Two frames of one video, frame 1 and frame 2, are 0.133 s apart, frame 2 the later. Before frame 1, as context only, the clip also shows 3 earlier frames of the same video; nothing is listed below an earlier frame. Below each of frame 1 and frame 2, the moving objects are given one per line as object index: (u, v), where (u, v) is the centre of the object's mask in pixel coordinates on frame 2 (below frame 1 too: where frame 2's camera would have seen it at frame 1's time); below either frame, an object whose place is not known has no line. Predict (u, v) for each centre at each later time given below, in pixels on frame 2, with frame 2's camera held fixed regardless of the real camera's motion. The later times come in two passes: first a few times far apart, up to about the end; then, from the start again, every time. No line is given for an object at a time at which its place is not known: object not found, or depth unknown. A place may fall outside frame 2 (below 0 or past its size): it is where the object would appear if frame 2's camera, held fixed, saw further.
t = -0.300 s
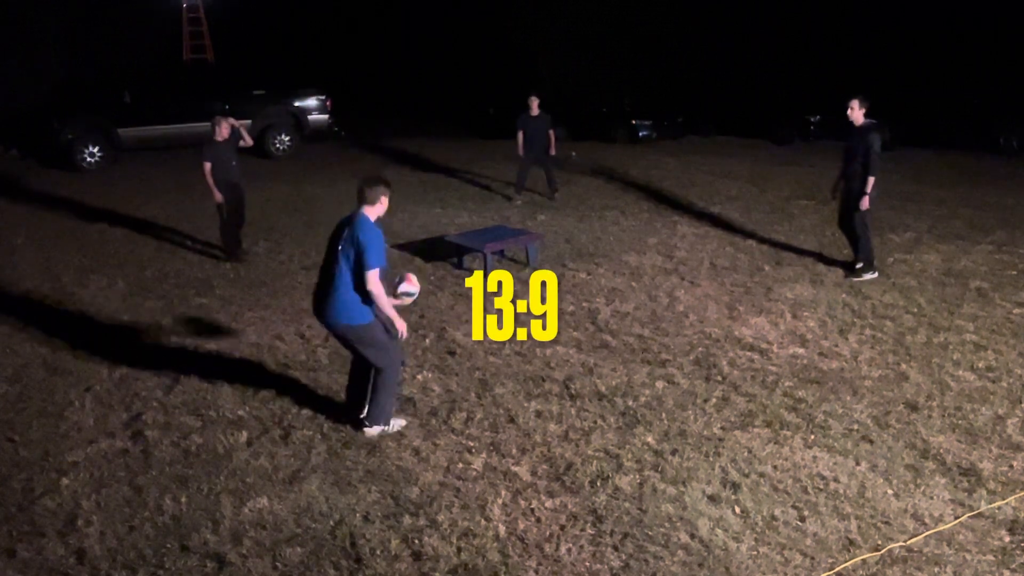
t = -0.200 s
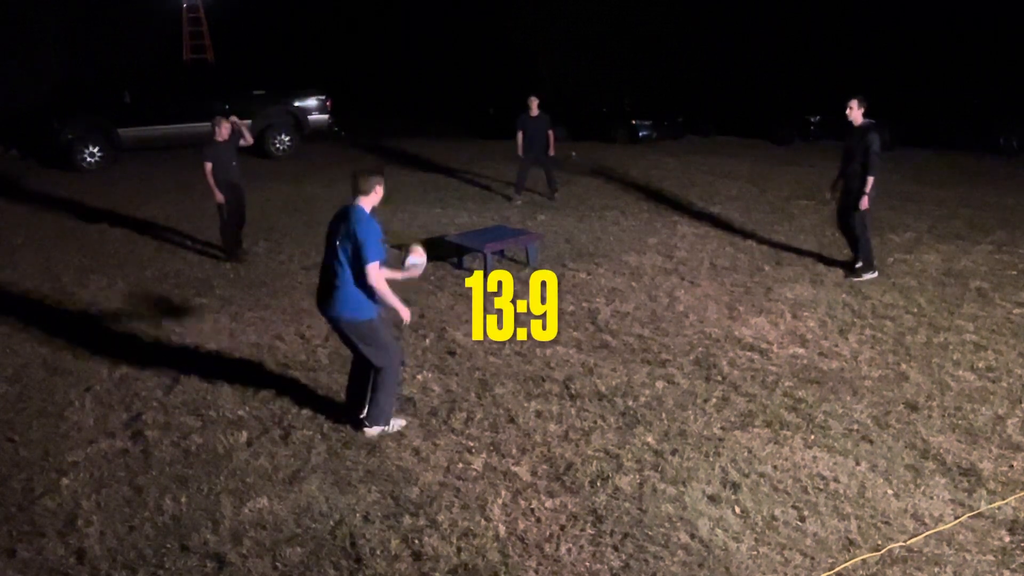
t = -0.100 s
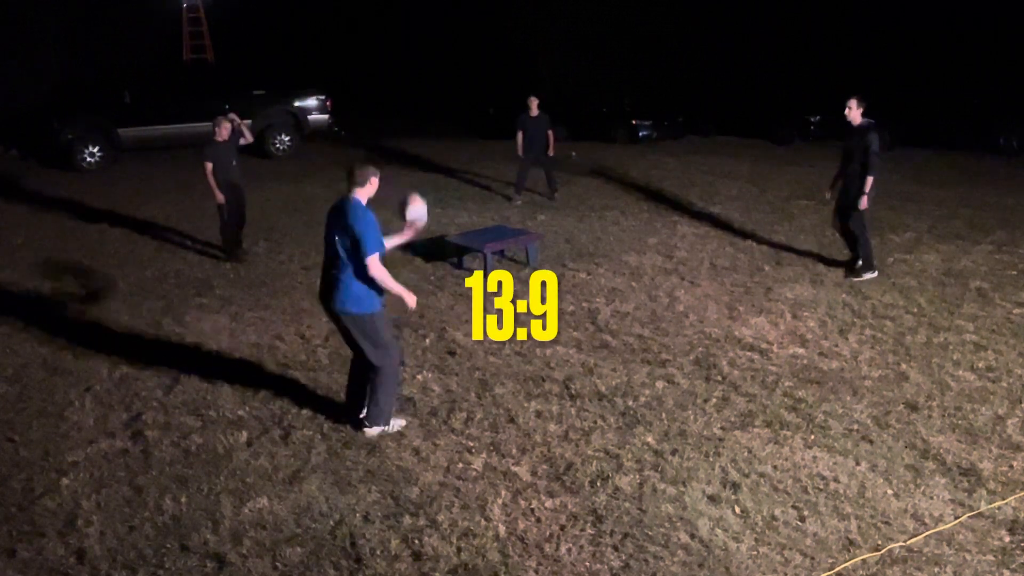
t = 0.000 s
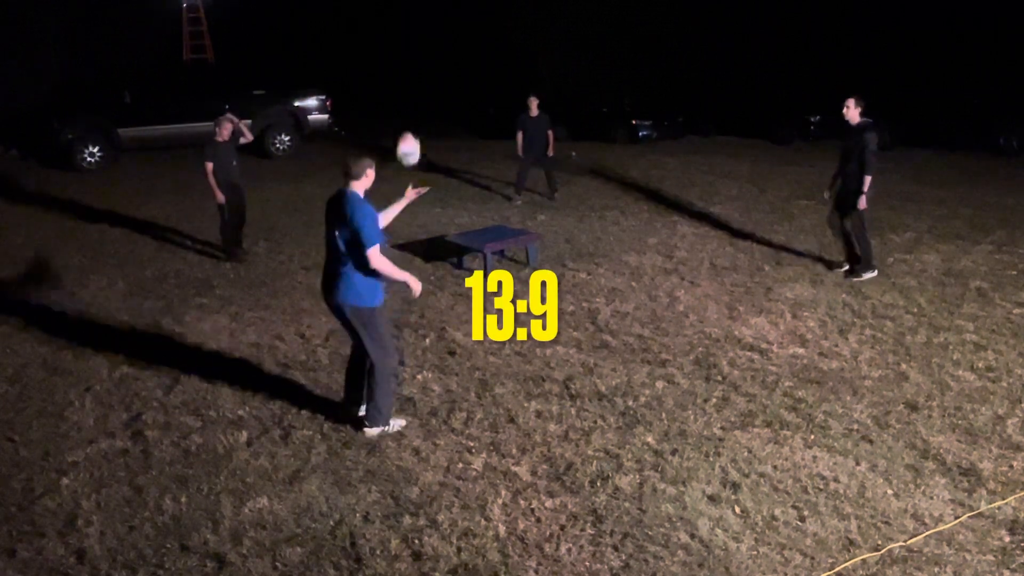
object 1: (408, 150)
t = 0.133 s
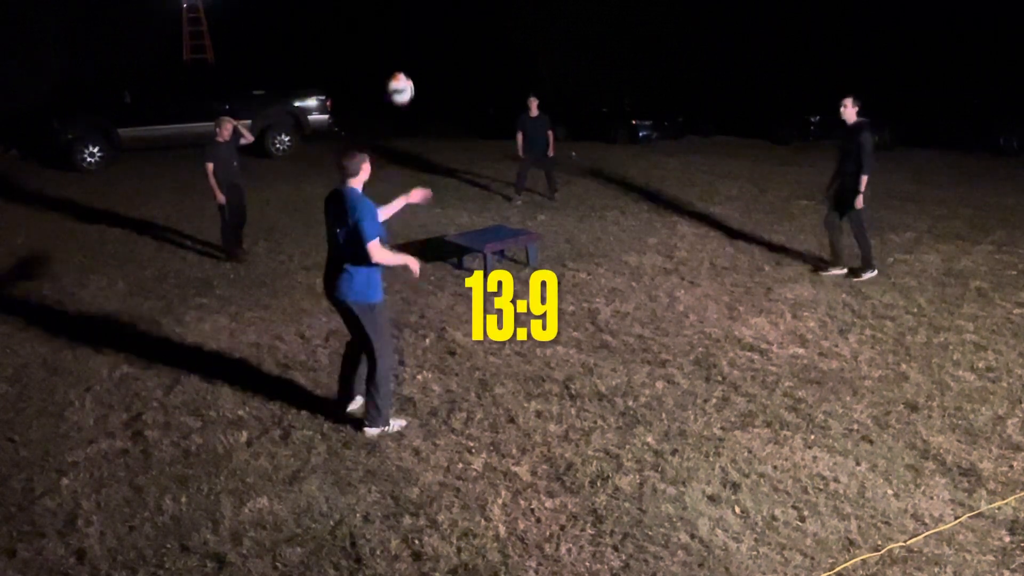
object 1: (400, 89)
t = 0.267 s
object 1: (396, 54)
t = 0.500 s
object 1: (394, 56)
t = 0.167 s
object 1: (399, 78)
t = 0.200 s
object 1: (398, 68)
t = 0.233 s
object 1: (397, 60)
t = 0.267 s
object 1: (396, 54)
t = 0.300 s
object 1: (395, 49)
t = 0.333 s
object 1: (395, 46)
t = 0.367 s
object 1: (394, 45)
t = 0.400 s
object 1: (394, 45)
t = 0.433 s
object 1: (394, 47)
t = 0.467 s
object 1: (393, 51)
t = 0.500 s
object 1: (394, 56)
